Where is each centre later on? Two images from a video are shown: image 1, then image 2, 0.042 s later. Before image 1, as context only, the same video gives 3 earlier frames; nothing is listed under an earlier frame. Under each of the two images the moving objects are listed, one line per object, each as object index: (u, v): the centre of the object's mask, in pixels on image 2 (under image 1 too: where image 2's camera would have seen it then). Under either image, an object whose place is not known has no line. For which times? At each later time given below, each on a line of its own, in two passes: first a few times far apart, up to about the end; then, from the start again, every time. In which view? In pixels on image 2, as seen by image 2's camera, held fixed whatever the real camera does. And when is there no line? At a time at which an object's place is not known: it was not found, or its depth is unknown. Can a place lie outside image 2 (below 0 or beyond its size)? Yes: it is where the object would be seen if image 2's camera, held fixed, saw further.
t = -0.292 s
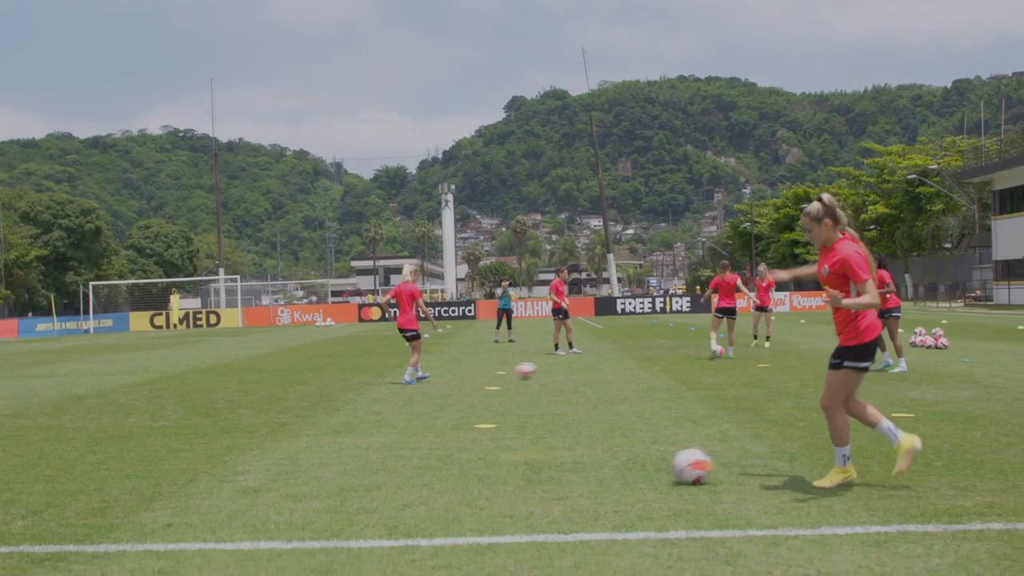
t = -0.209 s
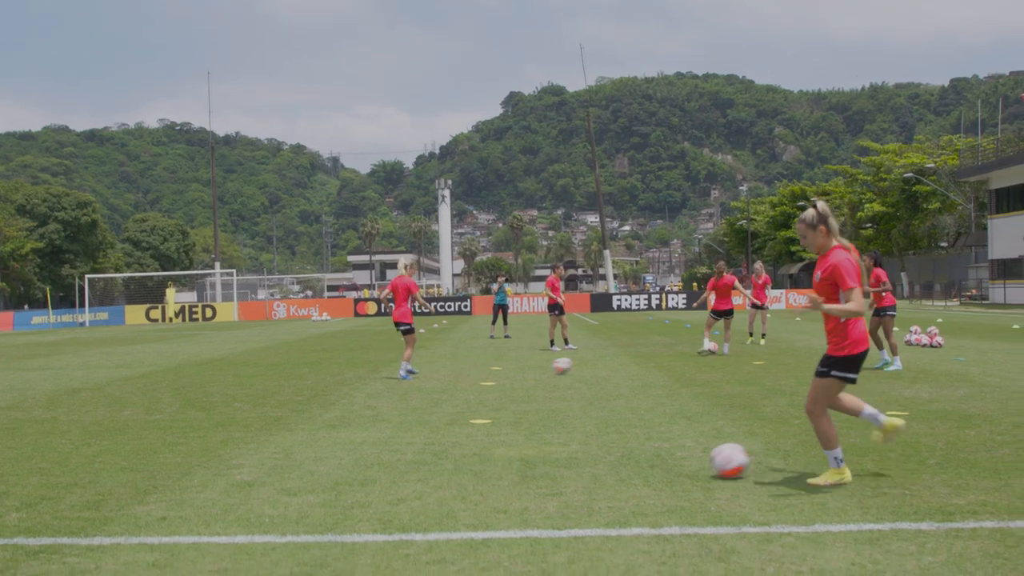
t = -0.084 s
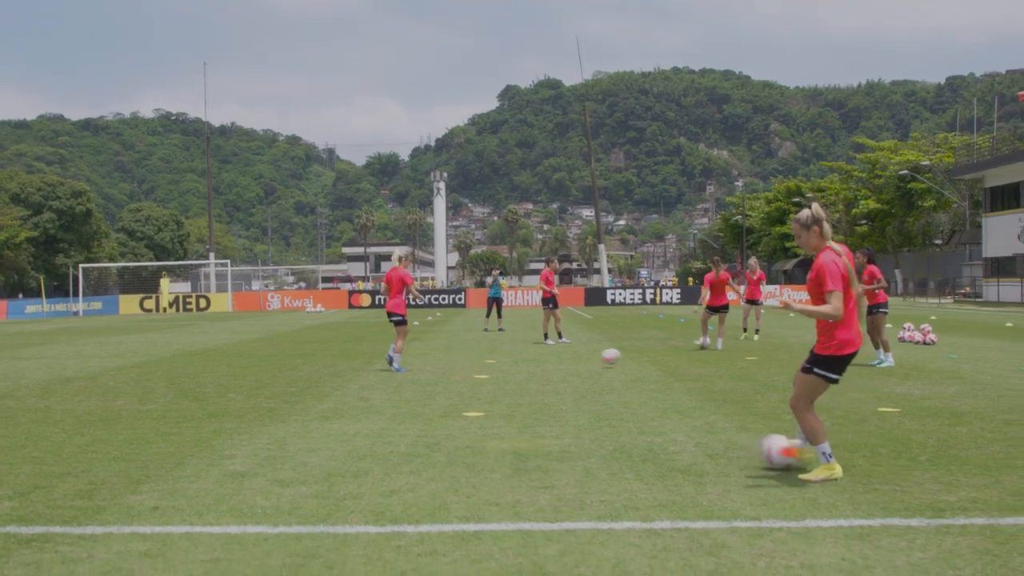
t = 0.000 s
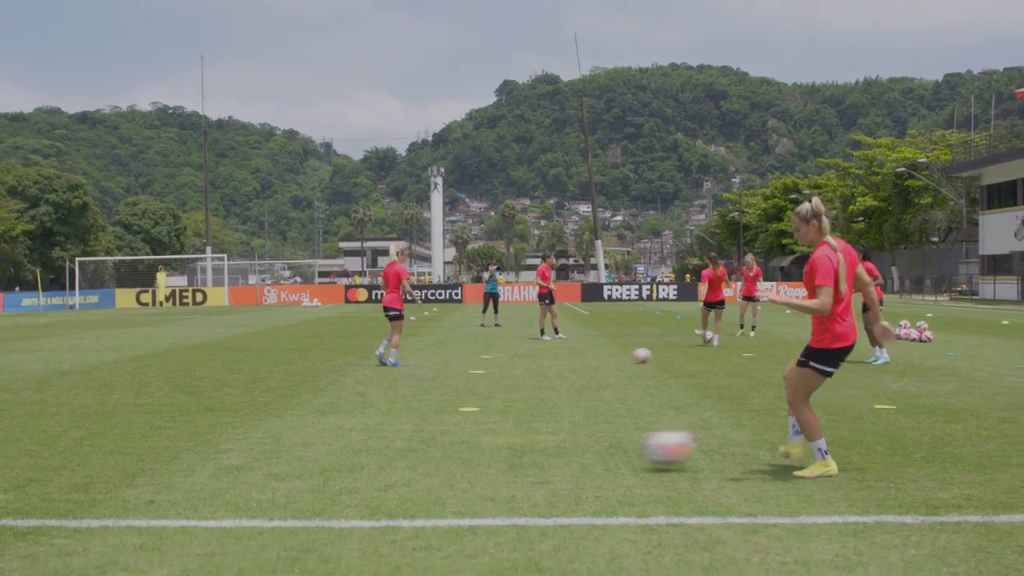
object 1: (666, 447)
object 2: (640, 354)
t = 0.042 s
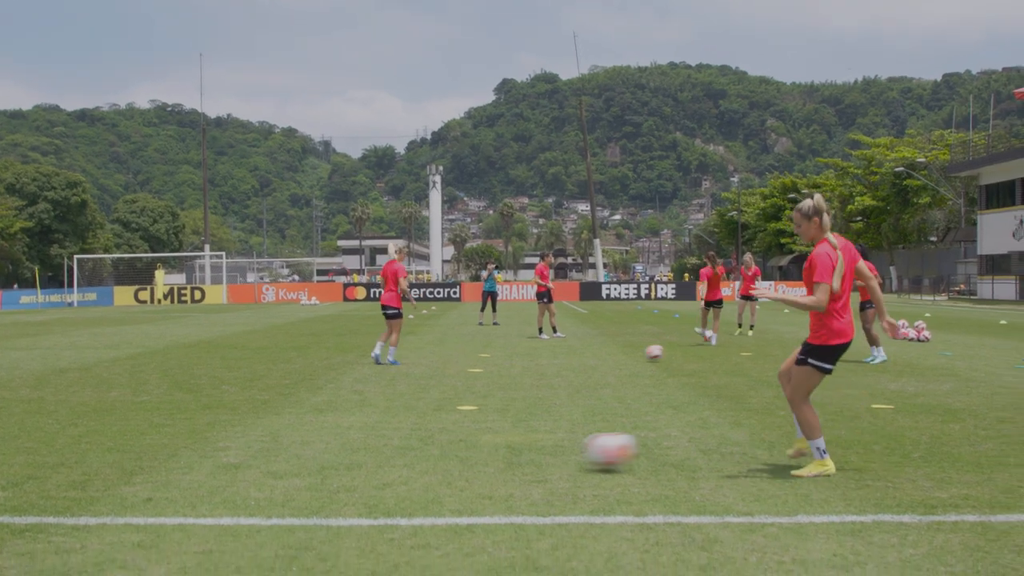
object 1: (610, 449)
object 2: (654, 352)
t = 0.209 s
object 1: (395, 458)
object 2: (708, 354)
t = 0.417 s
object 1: (150, 470)
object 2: (764, 355)
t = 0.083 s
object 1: (552, 455)
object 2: (668, 351)
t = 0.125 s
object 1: (499, 455)
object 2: (681, 351)
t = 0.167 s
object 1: (447, 455)
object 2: (695, 352)
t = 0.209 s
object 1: (395, 458)
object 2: (708, 354)
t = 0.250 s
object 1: (342, 464)
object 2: (720, 354)
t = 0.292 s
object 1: (292, 464)
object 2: (731, 353)
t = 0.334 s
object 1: (245, 464)
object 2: (743, 354)
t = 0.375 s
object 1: (198, 466)
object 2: (753, 355)
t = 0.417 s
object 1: (150, 470)
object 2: (764, 355)
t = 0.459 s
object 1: (109, 468)
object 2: (775, 354)
